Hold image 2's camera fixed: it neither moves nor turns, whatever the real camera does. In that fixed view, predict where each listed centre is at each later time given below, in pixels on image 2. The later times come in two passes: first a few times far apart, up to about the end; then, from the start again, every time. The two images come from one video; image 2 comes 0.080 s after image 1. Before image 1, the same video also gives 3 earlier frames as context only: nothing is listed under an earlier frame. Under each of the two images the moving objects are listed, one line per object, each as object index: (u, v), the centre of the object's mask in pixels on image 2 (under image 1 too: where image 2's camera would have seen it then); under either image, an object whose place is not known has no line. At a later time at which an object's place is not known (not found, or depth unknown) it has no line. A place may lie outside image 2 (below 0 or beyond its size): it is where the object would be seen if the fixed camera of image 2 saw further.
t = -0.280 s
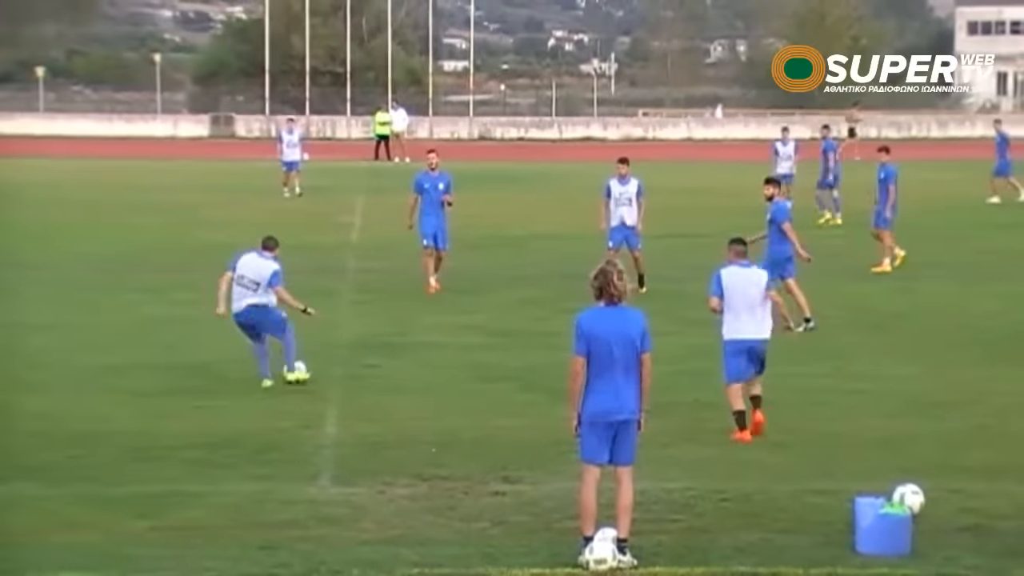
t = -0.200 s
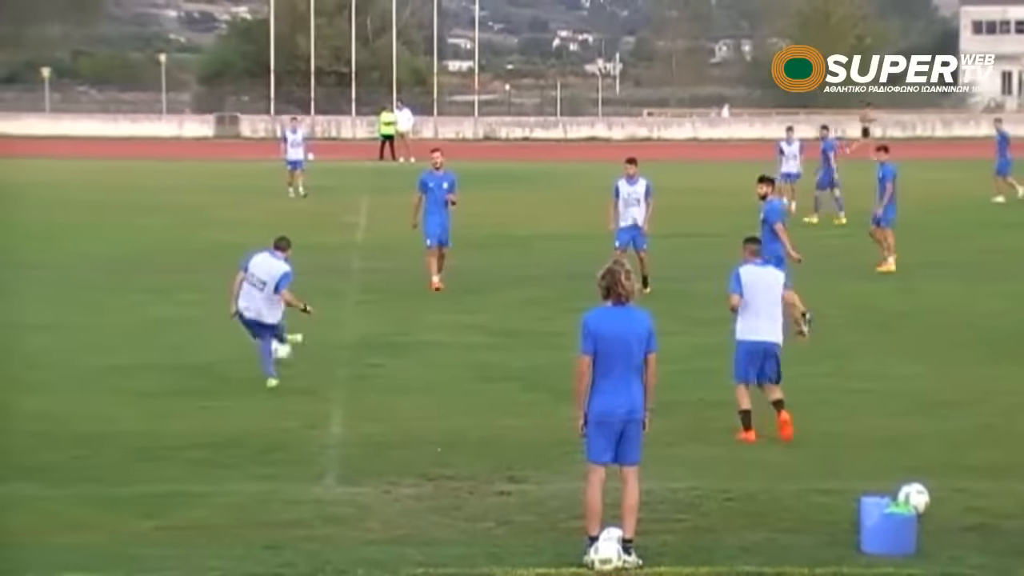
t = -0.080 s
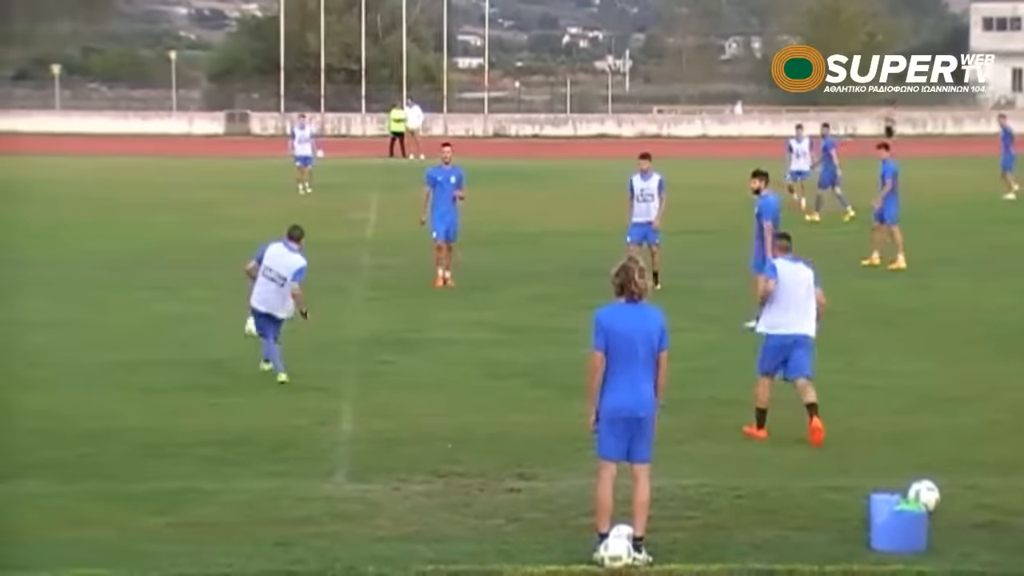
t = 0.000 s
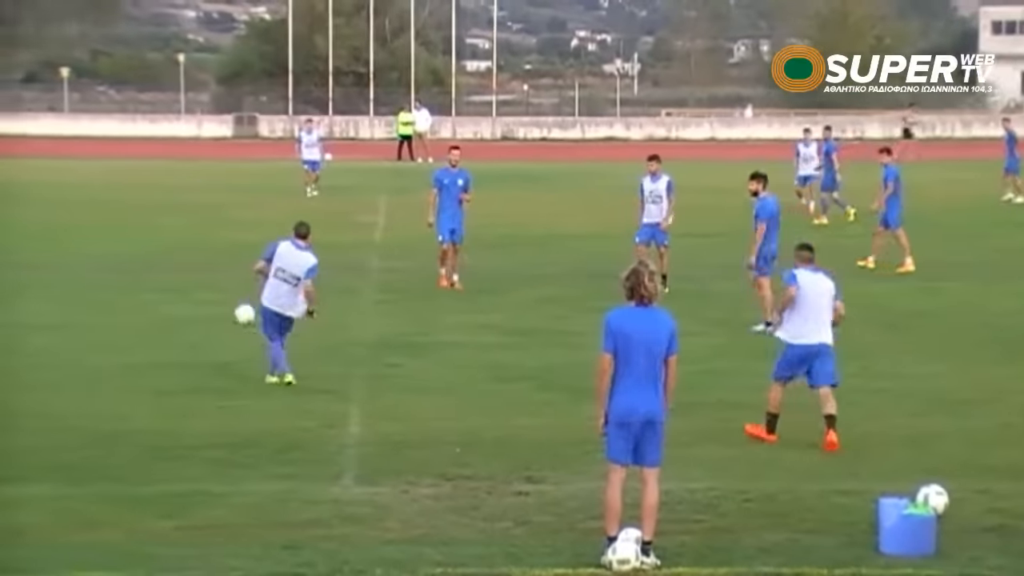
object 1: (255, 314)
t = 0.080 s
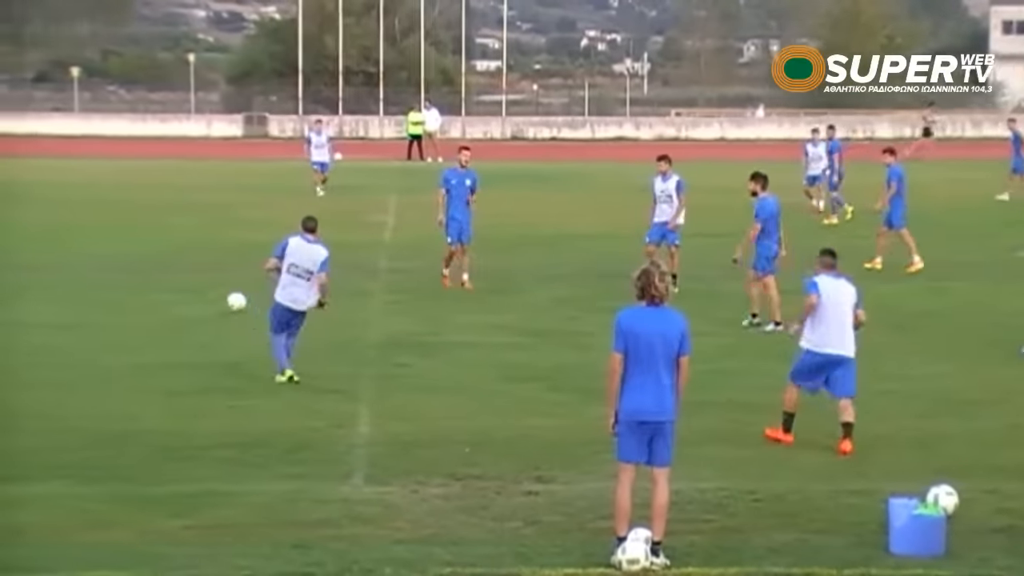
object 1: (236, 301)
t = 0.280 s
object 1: (195, 280)
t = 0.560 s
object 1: (148, 260)
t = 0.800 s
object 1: (116, 246)
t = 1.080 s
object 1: (87, 233)
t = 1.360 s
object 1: (63, 225)
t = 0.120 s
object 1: (227, 299)
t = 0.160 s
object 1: (219, 295)
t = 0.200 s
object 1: (210, 289)
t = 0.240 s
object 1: (202, 283)
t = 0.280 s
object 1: (195, 280)
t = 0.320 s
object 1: (187, 277)
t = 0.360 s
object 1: (180, 273)
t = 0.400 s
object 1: (173, 268)
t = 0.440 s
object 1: (167, 264)
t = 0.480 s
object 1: (161, 261)
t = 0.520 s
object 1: (154, 260)
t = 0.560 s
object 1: (148, 260)
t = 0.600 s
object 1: (142, 256)
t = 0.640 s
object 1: (137, 251)
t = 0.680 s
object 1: (131, 249)
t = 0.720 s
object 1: (126, 247)
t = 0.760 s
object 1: (121, 248)
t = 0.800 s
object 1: (116, 246)
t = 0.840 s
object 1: (112, 243)
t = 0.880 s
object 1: (107, 240)
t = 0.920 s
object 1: (103, 239)
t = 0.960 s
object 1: (99, 238)
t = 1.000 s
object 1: (95, 237)
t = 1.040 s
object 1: (91, 234)
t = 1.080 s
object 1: (87, 233)
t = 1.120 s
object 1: (83, 233)
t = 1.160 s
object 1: (80, 232)
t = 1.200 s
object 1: (76, 230)
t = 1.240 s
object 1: (73, 229)
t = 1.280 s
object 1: (70, 228)
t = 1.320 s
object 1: (66, 226)
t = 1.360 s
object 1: (63, 225)
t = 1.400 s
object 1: (60, 223)
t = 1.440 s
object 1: (56, 222)
